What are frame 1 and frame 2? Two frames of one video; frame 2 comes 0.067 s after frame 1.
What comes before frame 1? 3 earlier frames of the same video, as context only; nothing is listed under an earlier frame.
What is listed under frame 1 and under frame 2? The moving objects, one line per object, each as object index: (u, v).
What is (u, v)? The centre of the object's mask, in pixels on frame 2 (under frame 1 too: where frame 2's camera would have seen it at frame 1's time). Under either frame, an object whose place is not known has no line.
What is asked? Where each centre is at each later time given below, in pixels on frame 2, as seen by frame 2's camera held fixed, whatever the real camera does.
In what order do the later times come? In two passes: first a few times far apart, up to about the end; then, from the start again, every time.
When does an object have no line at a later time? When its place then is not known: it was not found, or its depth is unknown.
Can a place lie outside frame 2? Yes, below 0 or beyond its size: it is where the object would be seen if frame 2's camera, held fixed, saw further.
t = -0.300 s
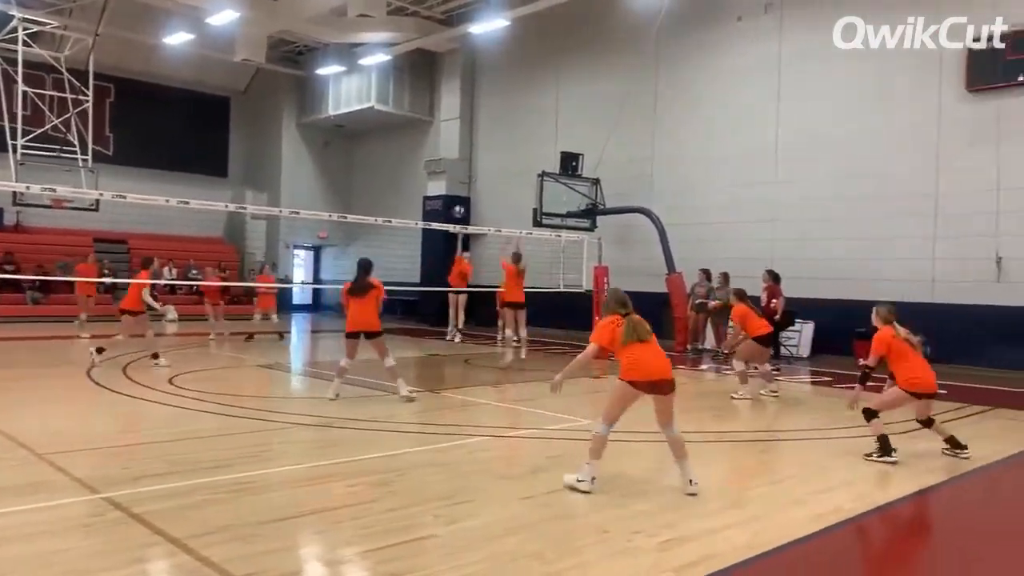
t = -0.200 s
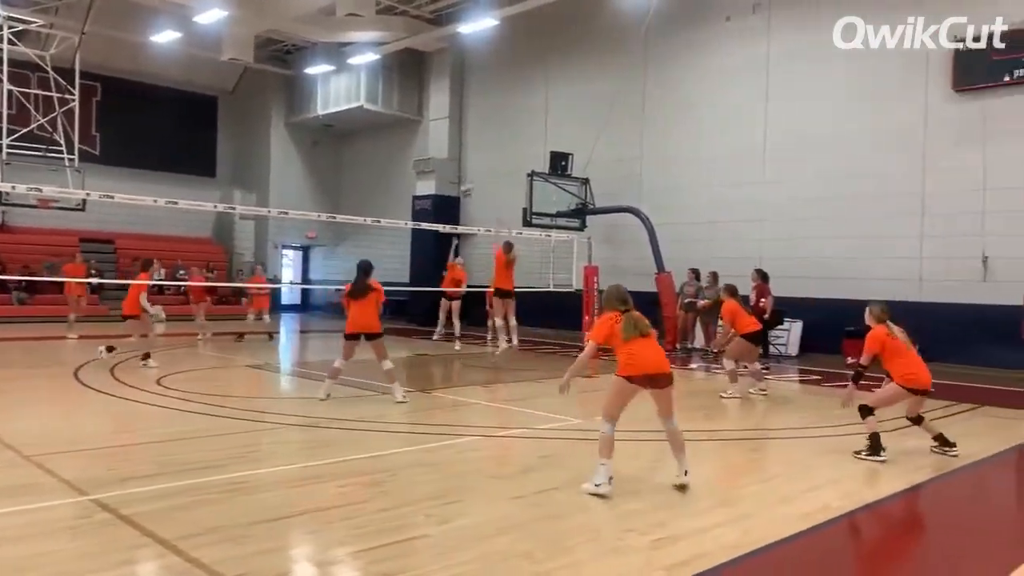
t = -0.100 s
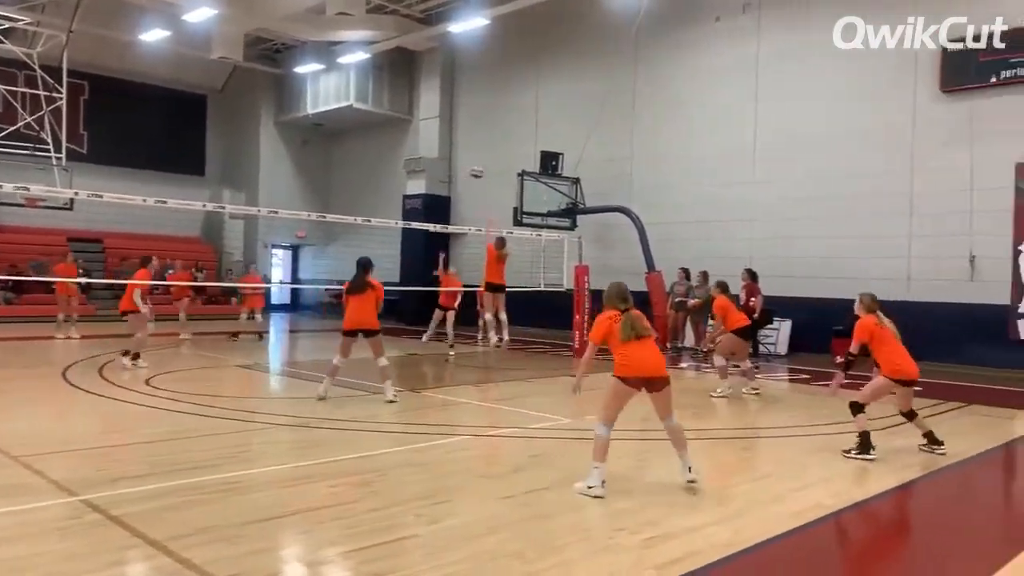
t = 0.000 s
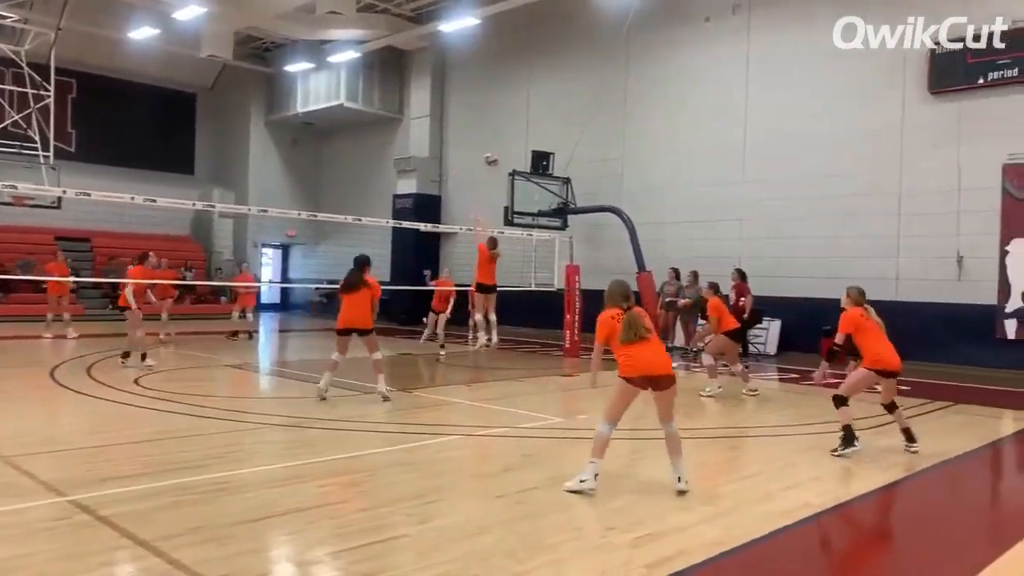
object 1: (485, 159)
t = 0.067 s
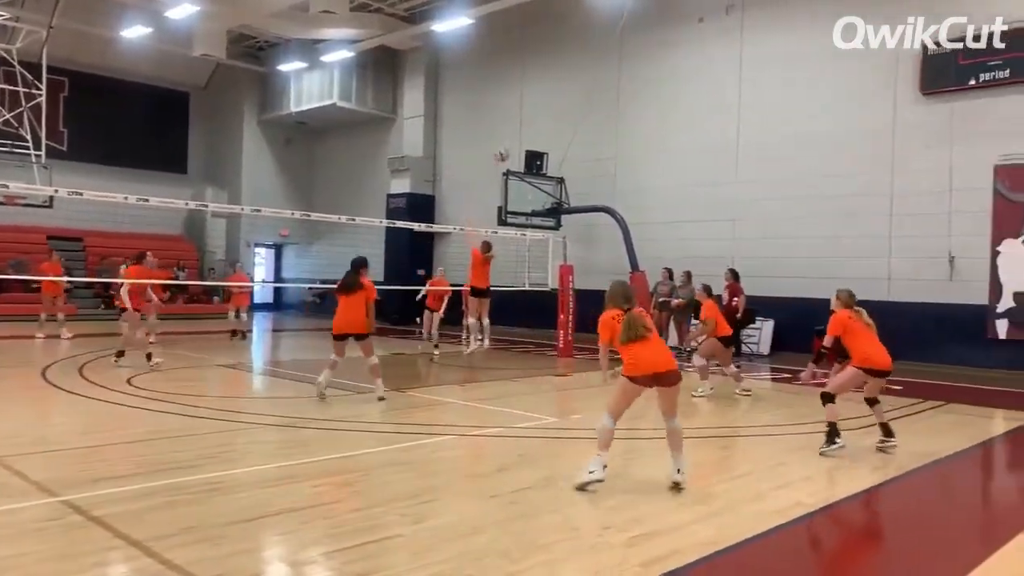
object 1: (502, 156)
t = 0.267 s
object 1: (561, 158)
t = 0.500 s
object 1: (660, 220)
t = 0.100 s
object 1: (509, 153)
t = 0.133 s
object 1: (519, 151)
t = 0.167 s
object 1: (529, 153)
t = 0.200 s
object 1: (541, 153)
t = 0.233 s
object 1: (550, 156)
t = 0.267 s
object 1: (561, 158)
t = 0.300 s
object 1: (573, 162)
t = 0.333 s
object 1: (586, 169)
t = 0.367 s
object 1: (600, 175)
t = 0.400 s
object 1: (614, 184)
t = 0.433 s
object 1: (628, 194)
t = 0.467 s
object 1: (643, 204)
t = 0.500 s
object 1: (660, 220)
